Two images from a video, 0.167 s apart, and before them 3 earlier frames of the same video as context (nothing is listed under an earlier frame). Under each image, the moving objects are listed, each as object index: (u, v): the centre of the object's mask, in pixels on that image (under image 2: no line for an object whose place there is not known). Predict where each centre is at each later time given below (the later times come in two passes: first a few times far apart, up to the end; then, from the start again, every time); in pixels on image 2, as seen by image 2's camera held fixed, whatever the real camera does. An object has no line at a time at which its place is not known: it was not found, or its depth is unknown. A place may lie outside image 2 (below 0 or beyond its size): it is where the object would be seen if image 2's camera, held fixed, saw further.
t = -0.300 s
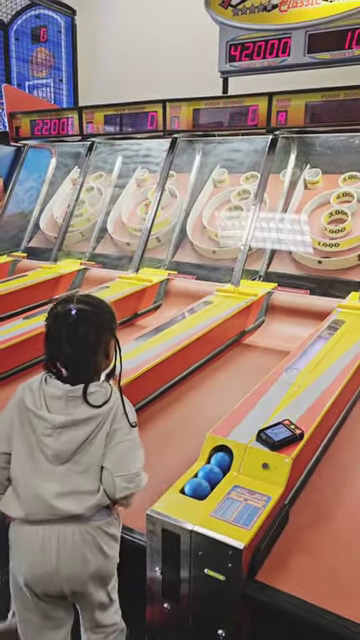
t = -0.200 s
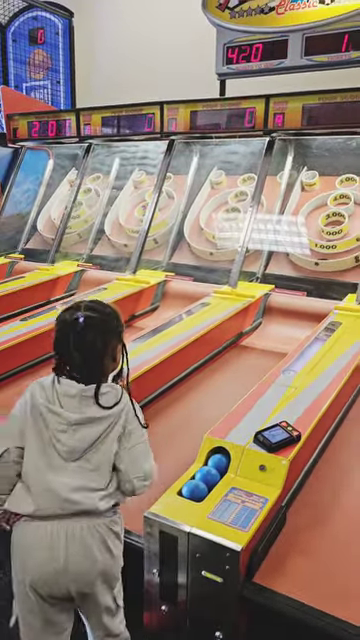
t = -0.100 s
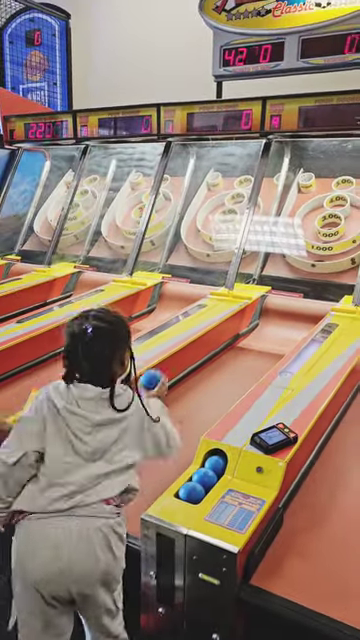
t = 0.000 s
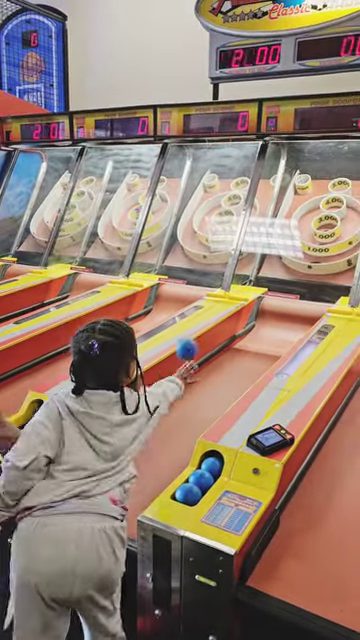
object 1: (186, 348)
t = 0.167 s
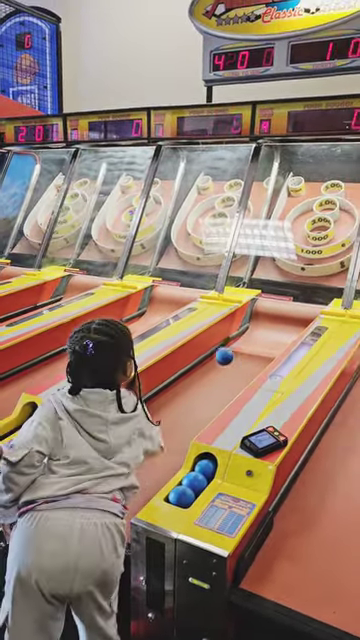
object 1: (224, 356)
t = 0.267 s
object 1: (241, 374)
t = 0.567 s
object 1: (271, 343)
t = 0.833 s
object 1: (278, 314)
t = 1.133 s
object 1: (257, 334)
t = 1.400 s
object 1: (228, 351)
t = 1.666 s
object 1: (198, 372)
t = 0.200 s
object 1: (230, 364)
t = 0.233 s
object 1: (236, 373)
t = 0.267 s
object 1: (241, 374)
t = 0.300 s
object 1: (246, 366)
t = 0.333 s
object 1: (250, 359)
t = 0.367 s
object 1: (254, 356)
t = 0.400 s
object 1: (258, 354)
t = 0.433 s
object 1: (261, 354)
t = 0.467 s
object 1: (264, 352)
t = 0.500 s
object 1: (266, 348)
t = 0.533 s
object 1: (269, 346)
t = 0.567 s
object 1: (271, 343)
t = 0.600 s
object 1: (273, 340)
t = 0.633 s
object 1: (275, 336)
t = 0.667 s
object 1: (277, 331)
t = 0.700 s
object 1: (278, 327)
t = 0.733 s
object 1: (279, 321)
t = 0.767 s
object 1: (279, 316)
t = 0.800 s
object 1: (278, 314)
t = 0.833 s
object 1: (278, 314)
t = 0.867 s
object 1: (276, 313)
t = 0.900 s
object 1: (274, 313)
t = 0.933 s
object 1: (272, 313)
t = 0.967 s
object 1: (271, 314)
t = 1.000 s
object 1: (269, 320)
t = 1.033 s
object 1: (266, 325)
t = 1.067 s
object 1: (263, 329)
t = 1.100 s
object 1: (260, 331)
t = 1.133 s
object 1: (257, 334)
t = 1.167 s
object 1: (253, 337)
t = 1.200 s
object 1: (250, 339)
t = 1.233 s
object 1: (247, 341)
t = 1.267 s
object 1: (243, 343)
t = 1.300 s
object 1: (239, 345)
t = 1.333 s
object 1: (236, 347)
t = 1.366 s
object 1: (232, 349)
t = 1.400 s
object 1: (228, 351)
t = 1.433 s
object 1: (224, 353)
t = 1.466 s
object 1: (220, 356)
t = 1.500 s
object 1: (216, 359)
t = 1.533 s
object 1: (212, 361)
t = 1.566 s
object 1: (208, 364)
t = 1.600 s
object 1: (205, 366)
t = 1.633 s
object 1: (201, 369)
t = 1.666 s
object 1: (198, 372)
